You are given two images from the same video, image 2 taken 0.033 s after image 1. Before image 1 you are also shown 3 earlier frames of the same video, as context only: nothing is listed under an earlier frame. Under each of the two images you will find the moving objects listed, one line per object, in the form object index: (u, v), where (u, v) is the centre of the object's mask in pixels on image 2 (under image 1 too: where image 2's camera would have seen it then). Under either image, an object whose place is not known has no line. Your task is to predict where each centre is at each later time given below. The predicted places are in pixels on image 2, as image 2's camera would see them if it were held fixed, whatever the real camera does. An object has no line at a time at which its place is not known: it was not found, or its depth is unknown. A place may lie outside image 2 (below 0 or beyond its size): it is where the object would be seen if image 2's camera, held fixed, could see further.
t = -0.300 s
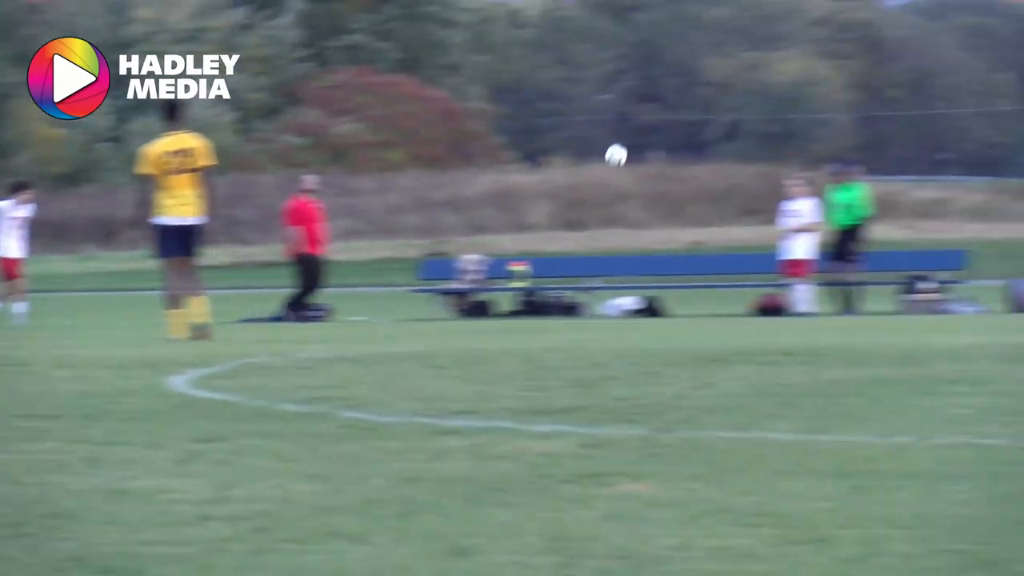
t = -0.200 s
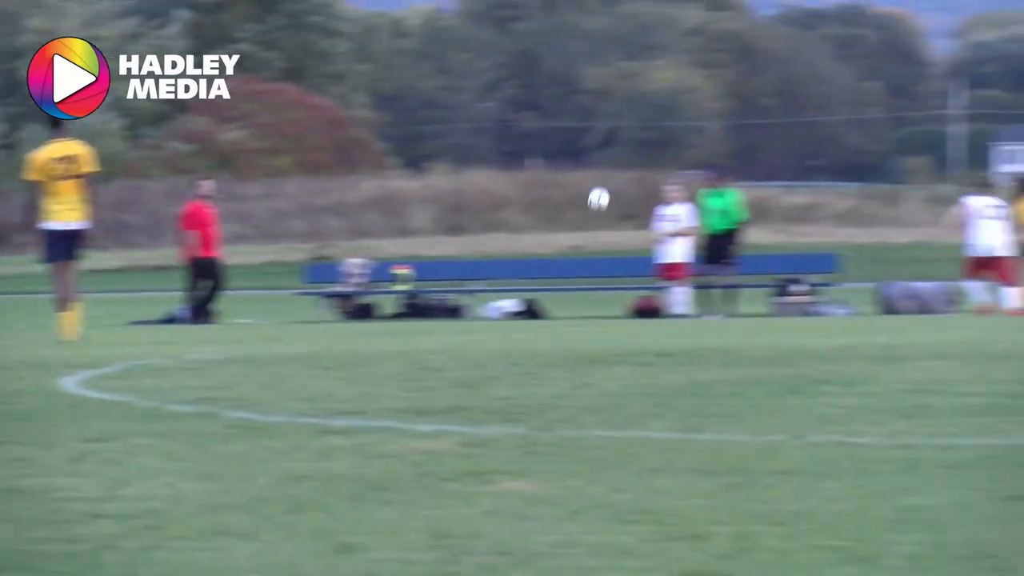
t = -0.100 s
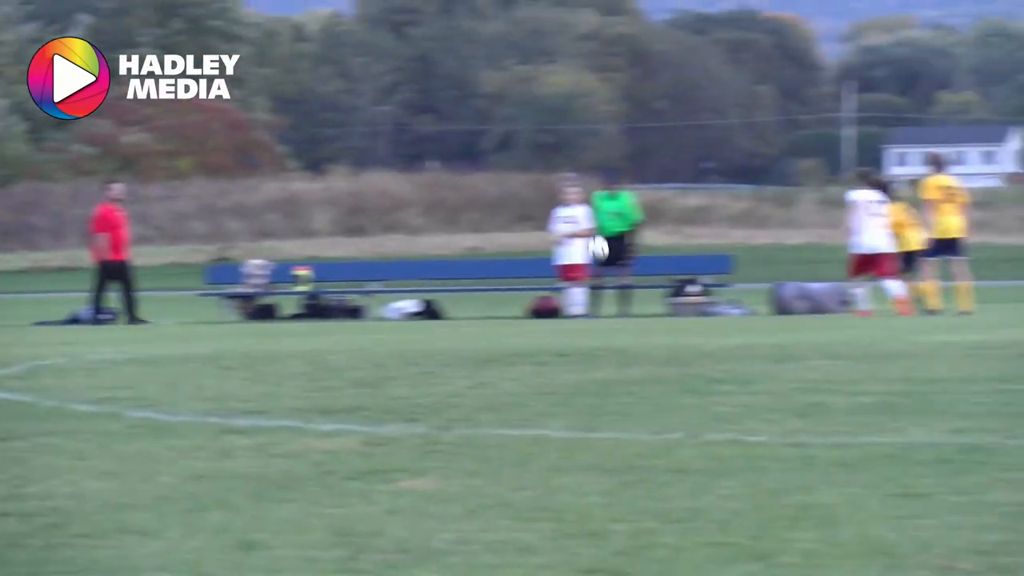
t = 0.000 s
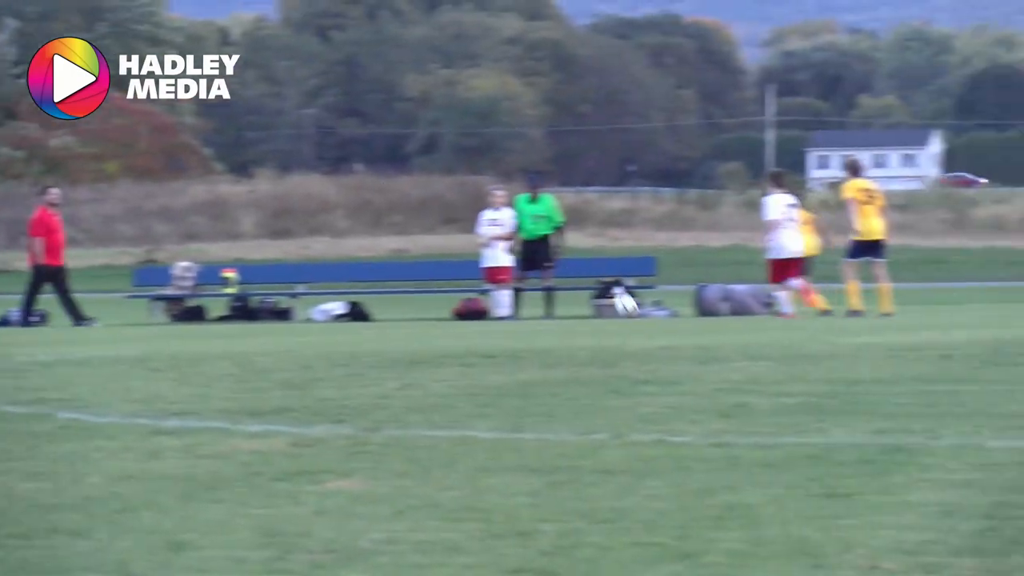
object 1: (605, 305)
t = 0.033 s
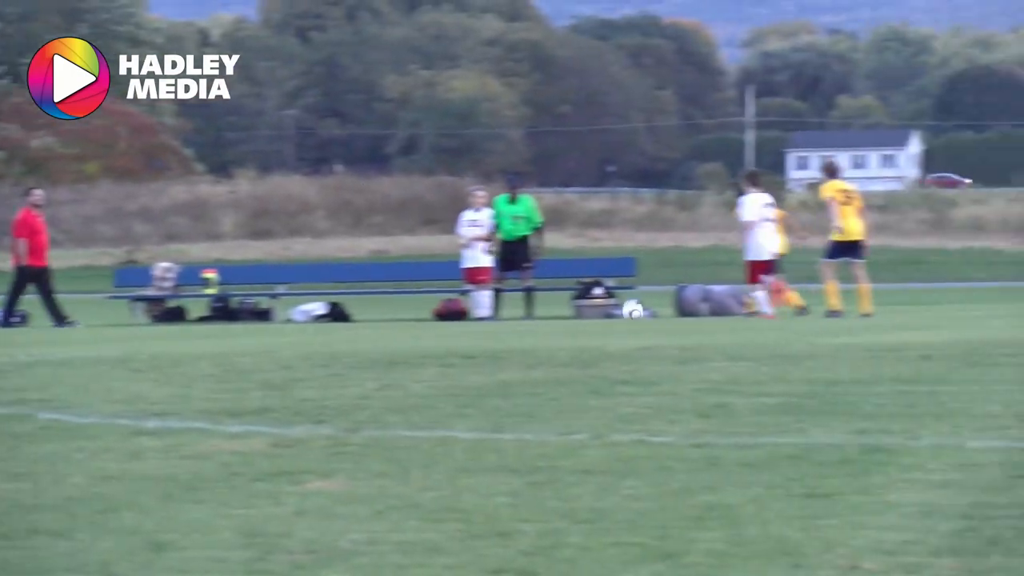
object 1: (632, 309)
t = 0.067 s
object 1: (650, 296)
